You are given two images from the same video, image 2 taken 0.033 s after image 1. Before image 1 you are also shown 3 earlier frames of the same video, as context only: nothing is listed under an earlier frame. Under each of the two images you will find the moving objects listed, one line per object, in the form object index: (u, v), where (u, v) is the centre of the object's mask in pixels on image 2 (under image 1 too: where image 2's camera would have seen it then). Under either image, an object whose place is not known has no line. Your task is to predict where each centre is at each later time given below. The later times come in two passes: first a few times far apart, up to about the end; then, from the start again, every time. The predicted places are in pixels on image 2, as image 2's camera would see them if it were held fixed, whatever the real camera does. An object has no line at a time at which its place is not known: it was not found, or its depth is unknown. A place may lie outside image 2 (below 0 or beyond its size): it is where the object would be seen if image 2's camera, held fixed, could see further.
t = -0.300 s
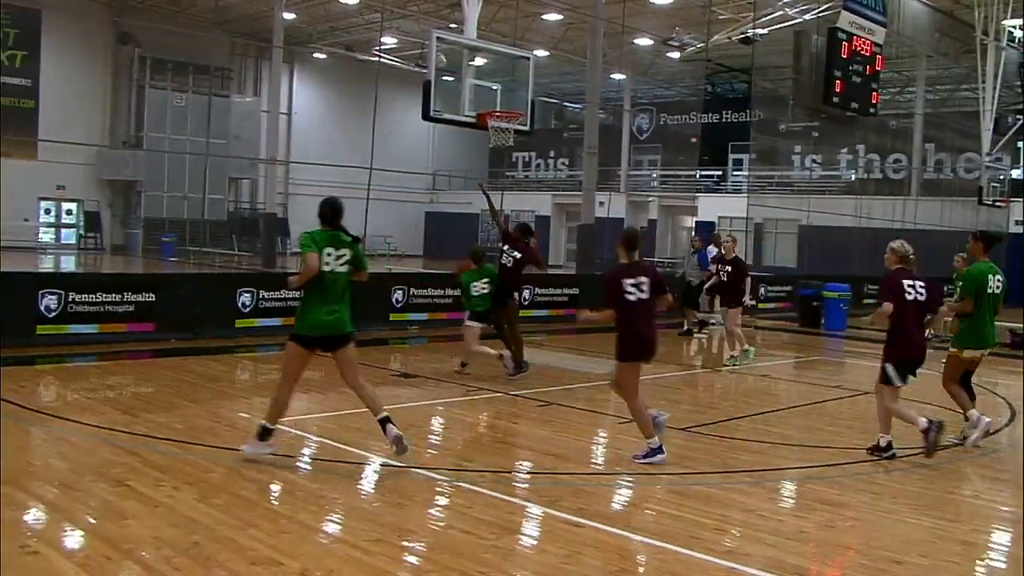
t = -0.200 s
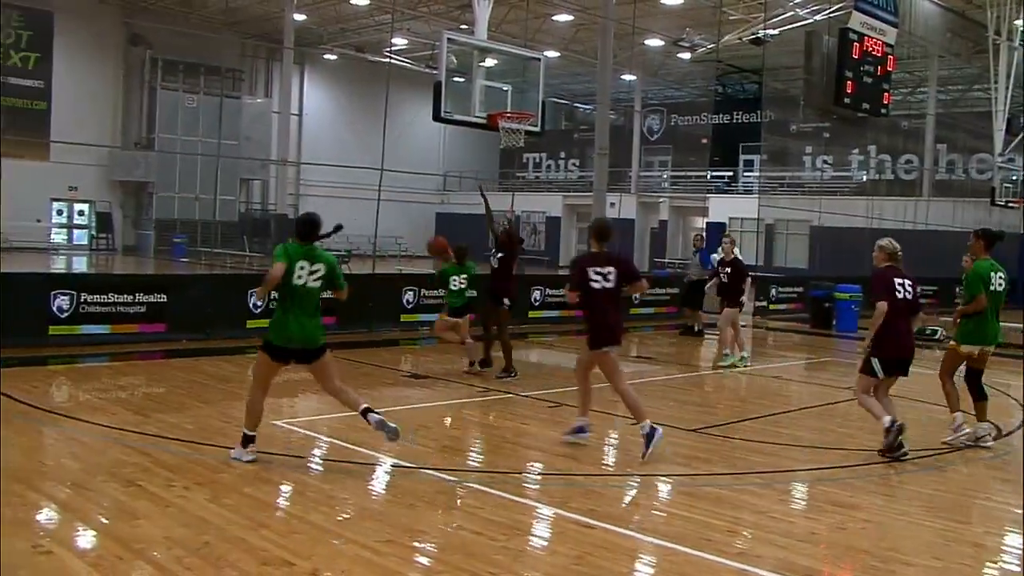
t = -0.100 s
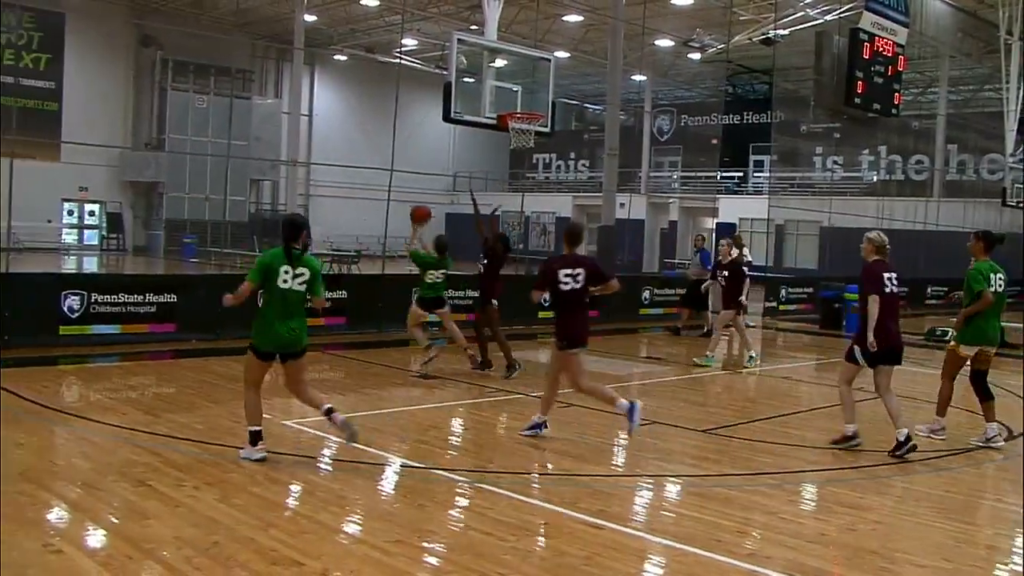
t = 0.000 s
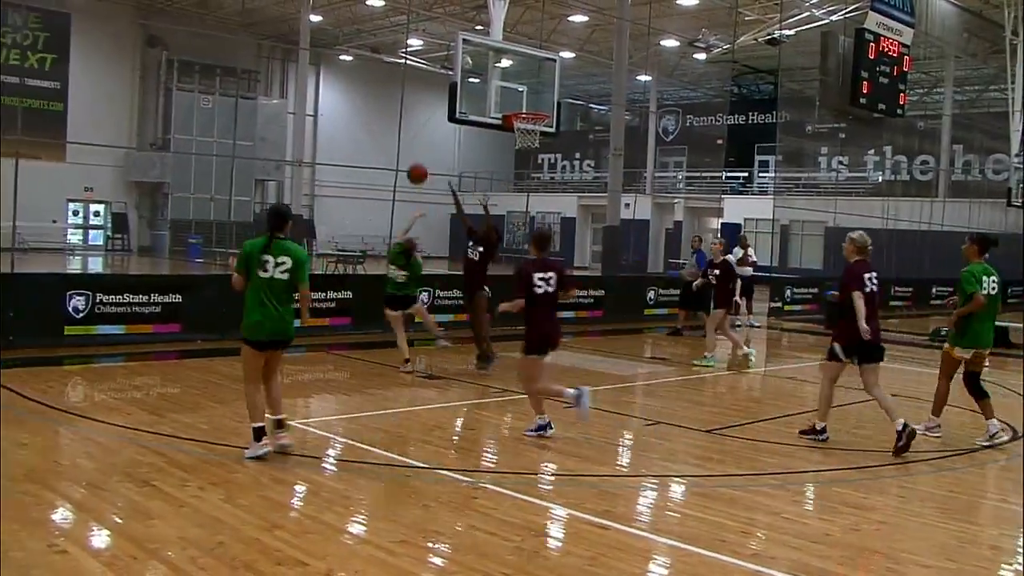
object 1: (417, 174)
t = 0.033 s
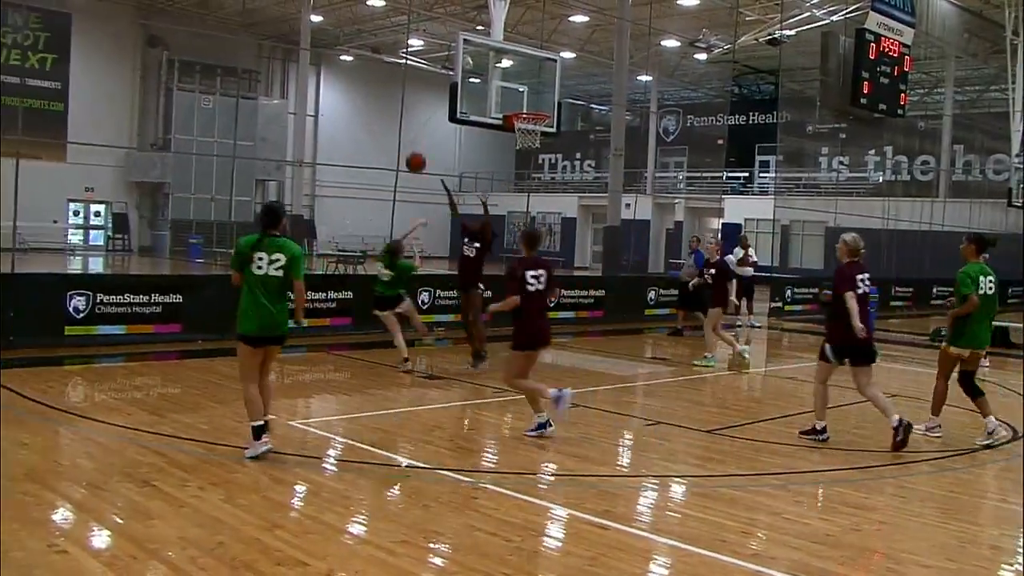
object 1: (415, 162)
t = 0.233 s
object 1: (402, 115)
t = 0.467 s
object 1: (386, 105)
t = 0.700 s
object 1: (369, 139)
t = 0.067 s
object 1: (414, 152)
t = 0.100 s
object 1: (411, 142)
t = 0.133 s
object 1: (409, 134)
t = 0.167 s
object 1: (407, 126)
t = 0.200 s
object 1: (405, 120)
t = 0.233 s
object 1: (402, 115)
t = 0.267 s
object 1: (400, 111)
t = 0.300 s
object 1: (398, 107)
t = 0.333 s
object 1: (396, 105)
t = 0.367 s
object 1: (393, 103)
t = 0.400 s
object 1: (391, 103)
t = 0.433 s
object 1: (388, 104)
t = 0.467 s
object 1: (386, 105)
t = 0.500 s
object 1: (384, 107)
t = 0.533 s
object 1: (381, 110)
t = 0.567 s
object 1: (379, 114)
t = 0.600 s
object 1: (377, 119)
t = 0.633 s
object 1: (374, 125)
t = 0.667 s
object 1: (371, 131)
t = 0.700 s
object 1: (369, 139)
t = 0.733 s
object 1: (366, 147)
